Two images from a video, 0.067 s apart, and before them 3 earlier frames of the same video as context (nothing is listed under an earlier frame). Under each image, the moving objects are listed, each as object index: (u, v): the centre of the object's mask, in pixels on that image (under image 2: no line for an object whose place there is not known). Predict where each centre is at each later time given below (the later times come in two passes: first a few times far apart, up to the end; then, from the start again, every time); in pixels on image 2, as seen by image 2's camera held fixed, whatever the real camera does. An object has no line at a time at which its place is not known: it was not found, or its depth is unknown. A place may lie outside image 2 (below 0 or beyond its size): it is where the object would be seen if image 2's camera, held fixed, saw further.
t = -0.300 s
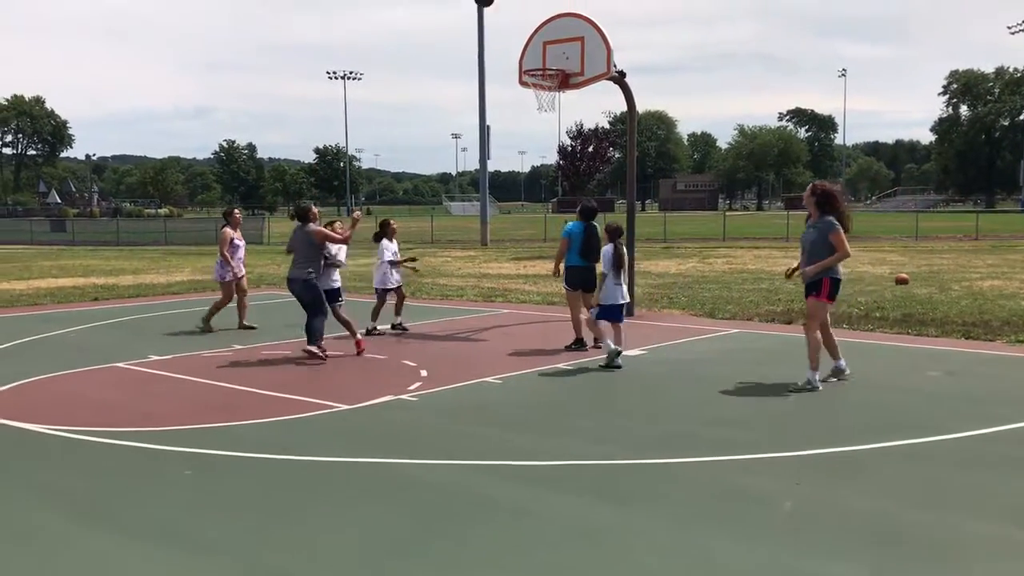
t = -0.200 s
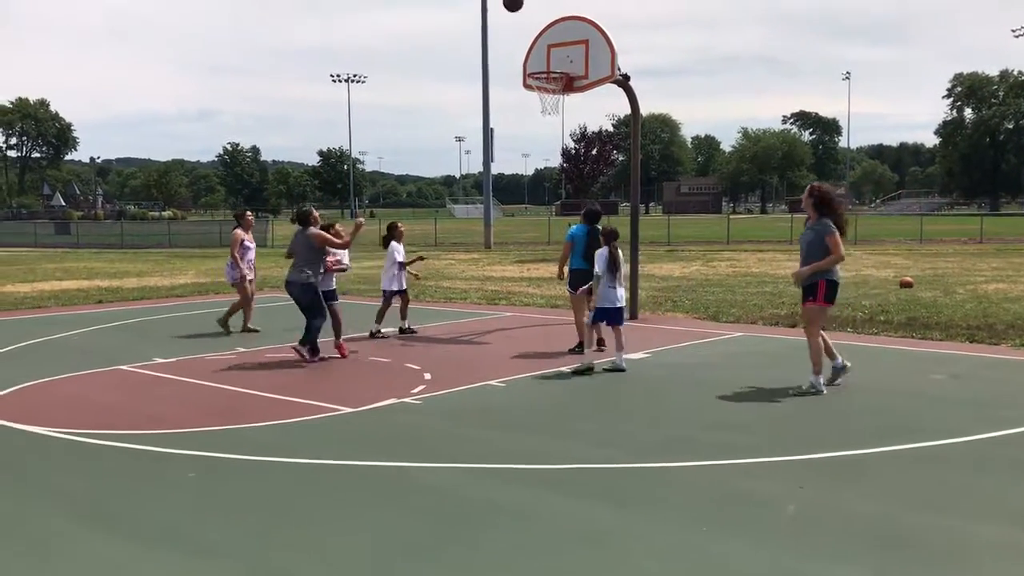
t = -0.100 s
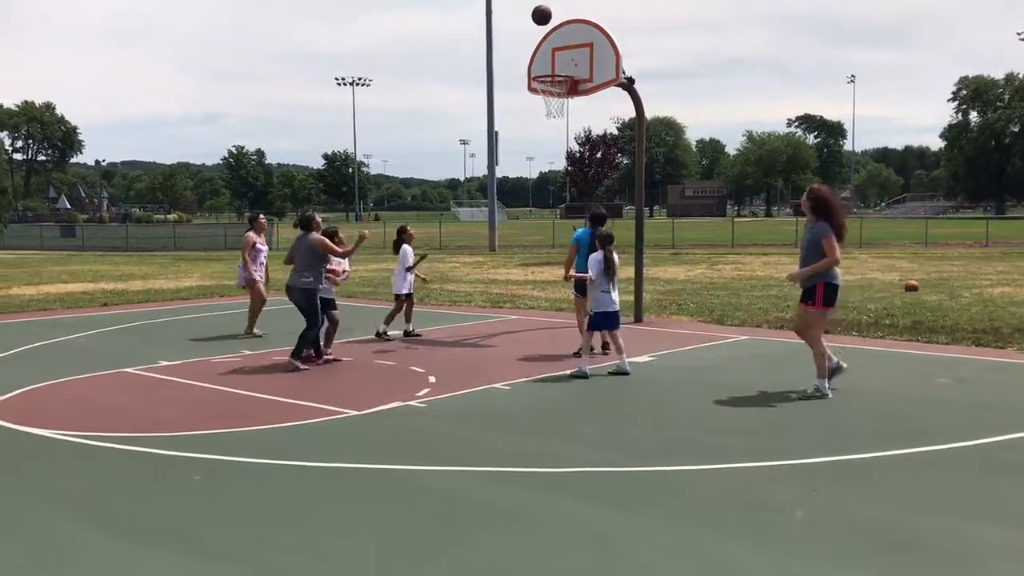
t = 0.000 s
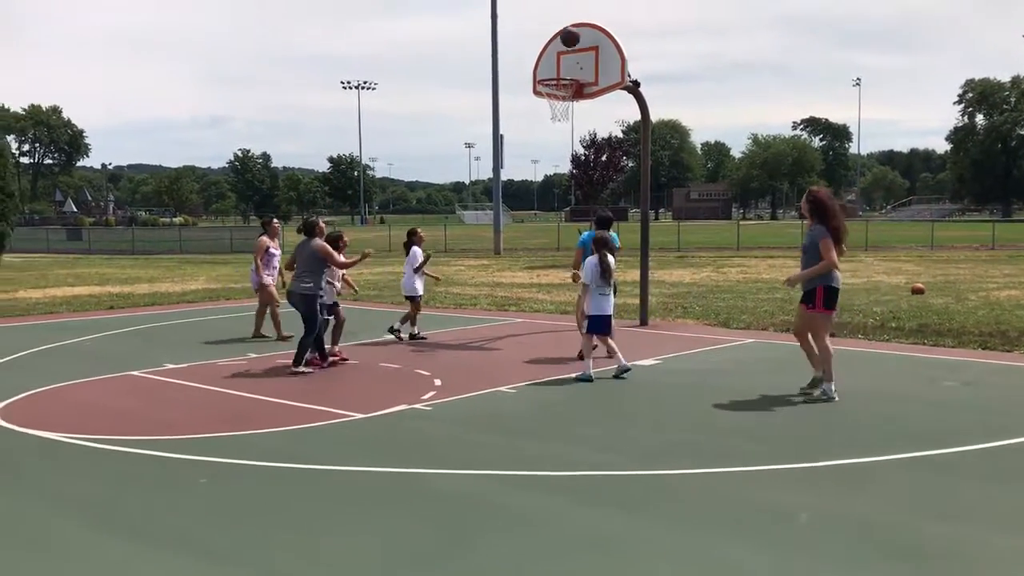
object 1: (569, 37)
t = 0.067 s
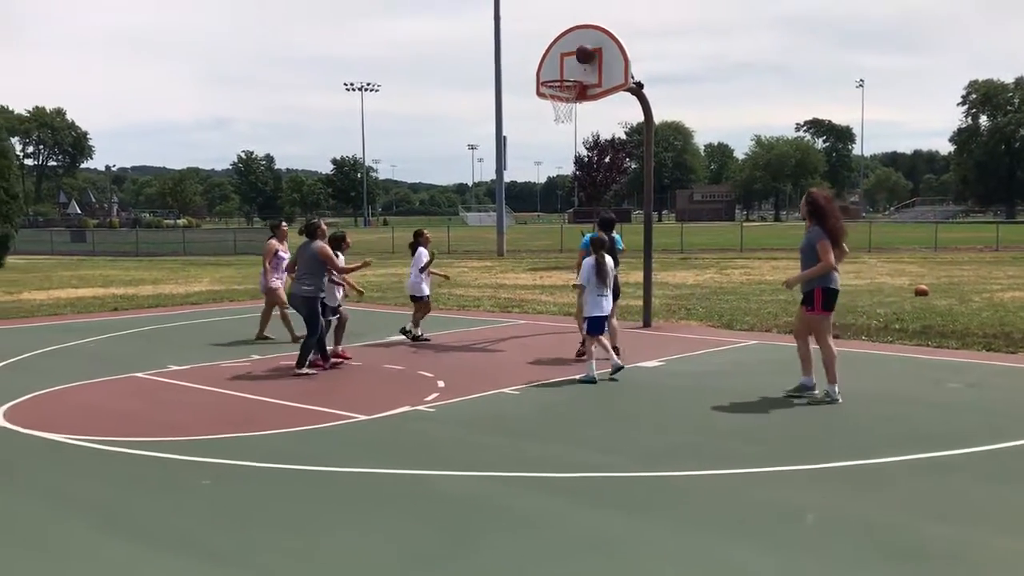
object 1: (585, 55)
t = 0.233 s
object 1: (564, 58)
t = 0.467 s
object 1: (524, 39)
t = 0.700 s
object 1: (482, 72)
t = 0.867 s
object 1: (452, 128)
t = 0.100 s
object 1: (582, 60)
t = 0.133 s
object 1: (578, 65)
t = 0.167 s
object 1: (576, 71)
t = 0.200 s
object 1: (570, 63)
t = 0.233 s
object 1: (564, 58)
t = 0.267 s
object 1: (559, 53)
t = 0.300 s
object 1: (553, 47)
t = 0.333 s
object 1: (548, 44)
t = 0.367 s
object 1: (541, 41)
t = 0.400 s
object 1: (535, 39)
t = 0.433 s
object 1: (530, 39)
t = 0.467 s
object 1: (524, 39)
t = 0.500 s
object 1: (518, 41)
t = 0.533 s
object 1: (512, 43)
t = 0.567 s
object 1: (507, 47)
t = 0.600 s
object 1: (500, 52)
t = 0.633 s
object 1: (494, 57)
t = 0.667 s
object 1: (488, 64)
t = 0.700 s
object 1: (482, 72)
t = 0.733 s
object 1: (476, 81)
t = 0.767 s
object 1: (470, 91)
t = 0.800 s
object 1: (464, 102)
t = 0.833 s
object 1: (458, 114)
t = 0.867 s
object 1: (452, 128)
